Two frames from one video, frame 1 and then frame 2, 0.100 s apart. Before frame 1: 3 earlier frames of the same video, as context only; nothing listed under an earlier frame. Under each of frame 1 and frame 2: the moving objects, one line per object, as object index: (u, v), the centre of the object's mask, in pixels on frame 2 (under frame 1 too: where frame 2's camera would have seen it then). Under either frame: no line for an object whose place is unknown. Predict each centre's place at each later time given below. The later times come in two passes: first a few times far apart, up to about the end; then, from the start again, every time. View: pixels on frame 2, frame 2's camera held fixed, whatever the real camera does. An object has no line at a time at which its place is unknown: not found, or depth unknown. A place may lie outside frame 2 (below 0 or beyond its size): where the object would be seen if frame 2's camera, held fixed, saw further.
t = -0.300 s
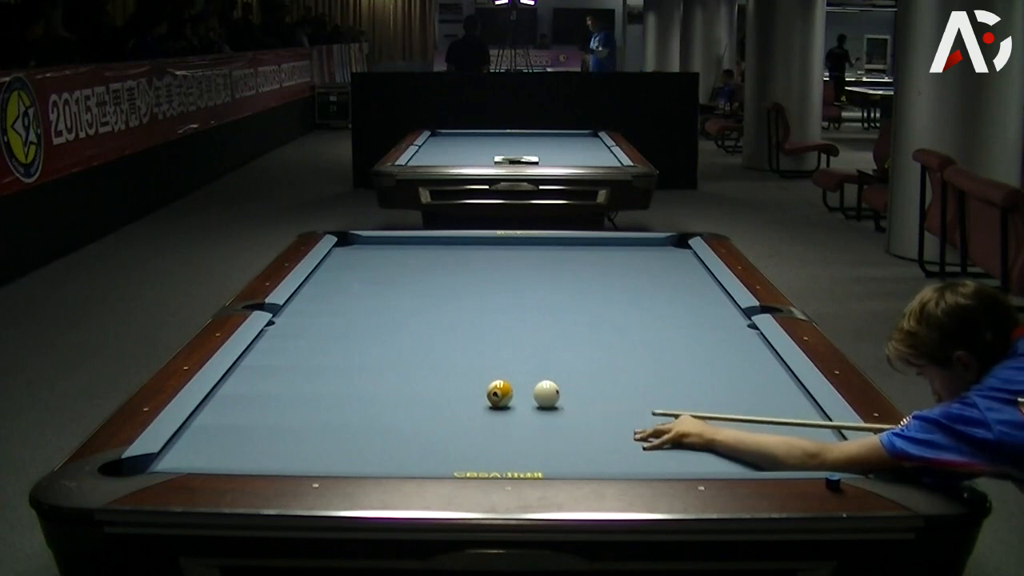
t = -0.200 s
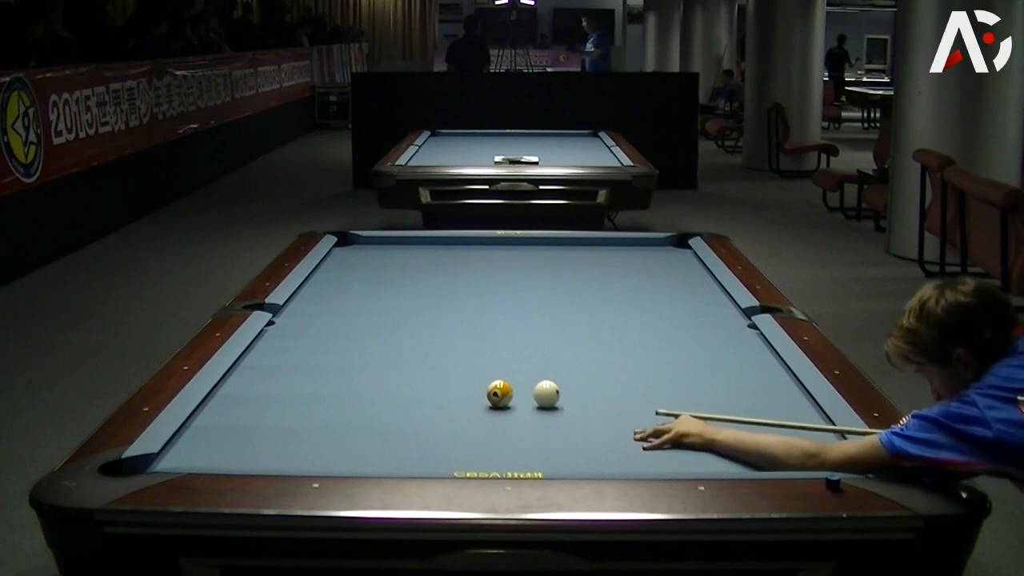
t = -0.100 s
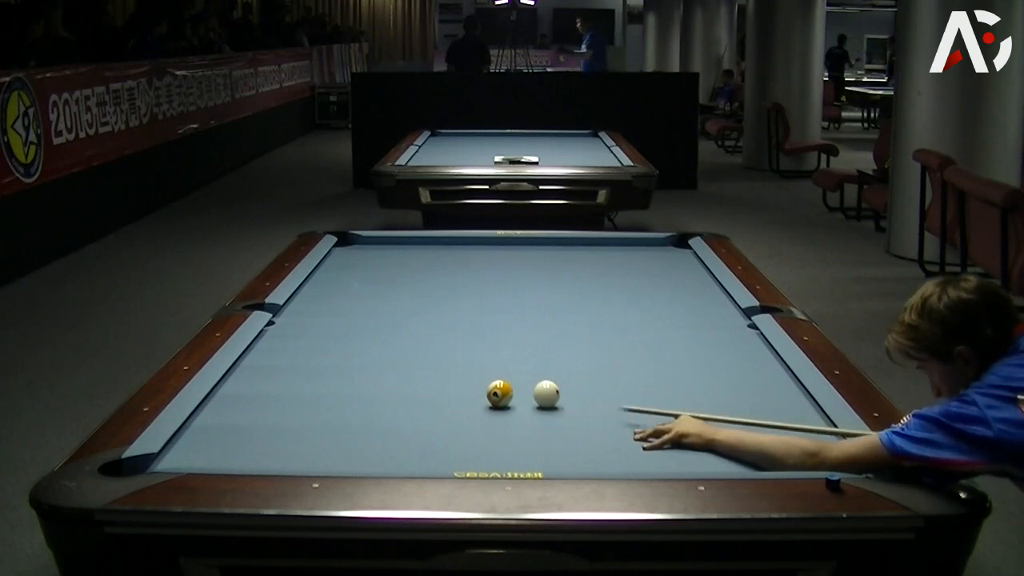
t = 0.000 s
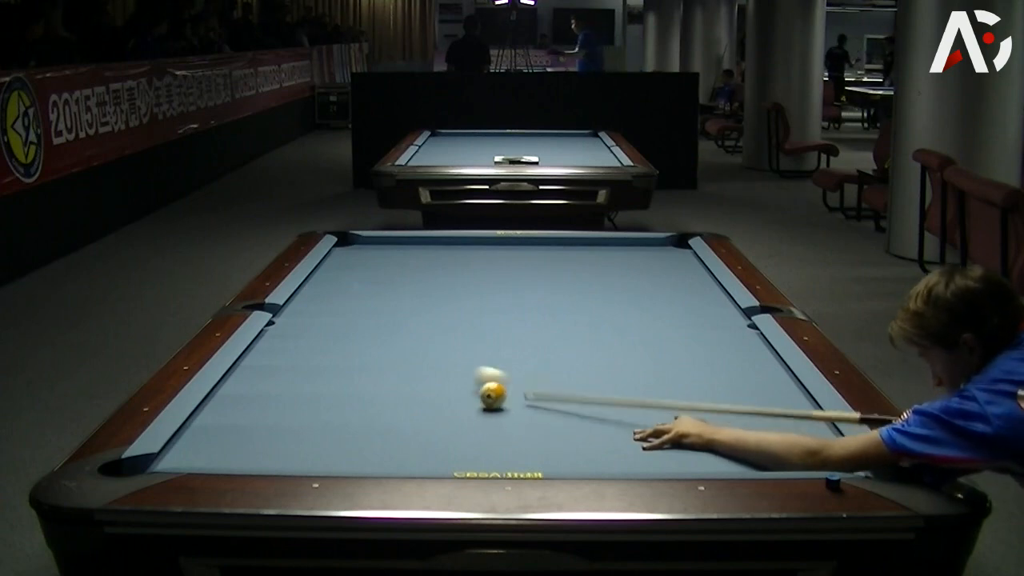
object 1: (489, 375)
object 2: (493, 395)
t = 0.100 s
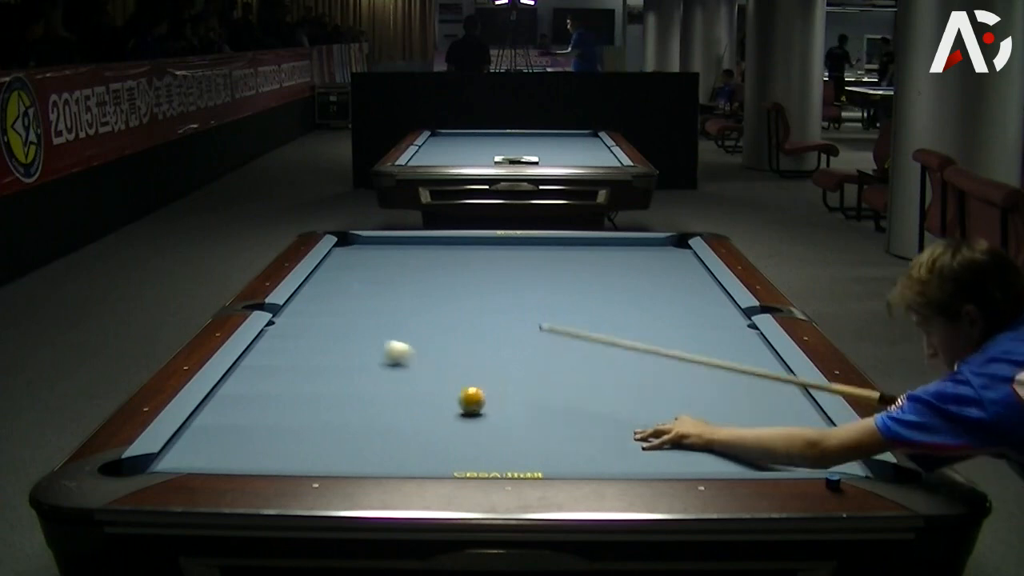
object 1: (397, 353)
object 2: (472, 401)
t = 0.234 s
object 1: (303, 325)
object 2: (446, 407)
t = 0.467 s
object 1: (324, 291)
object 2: (402, 418)
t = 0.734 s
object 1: (381, 269)
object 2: (351, 429)
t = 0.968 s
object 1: (425, 255)
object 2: (306, 439)
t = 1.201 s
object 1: (464, 243)
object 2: (261, 450)
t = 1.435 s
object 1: (486, 244)
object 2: (216, 456)
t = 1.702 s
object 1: (505, 251)
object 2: (164, 463)
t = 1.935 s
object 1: (522, 257)
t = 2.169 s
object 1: (539, 262)
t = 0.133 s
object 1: (370, 345)
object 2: (465, 402)
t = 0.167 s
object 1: (346, 338)
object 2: (459, 404)
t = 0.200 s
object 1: (324, 331)
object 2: (453, 405)
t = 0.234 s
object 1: (303, 325)
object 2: (446, 407)
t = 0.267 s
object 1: (284, 318)
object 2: (440, 408)
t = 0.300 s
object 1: (285, 313)
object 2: (434, 410)
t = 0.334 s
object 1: (291, 308)
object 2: (428, 411)
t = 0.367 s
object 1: (300, 303)
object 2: (421, 413)
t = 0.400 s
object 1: (308, 298)
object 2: (415, 414)
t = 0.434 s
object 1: (316, 295)
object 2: (409, 416)
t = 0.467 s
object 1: (324, 291)
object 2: (402, 418)
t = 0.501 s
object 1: (332, 287)
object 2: (396, 419)
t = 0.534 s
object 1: (339, 284)
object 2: (390, 420)
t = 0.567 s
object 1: (346, 281)
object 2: (383, 422)
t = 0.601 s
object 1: (353, 278)
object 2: (377, 423)
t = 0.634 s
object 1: (360, 276)
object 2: (371, 425)
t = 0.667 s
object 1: (367, 273)
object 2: (364, 426)
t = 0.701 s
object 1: (374, 271)
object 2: (358, 428)
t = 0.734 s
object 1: (381, 269)
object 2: (351, 429)
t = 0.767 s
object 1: (387, 267)
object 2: (345, 430)
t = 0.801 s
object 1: (394, 265)
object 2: (338, 432)
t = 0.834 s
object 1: (400, 263)
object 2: (332, 434)
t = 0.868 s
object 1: (407, 261)
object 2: (326, 435)
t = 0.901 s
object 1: (413, 259)
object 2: (319, 436)
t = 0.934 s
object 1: (419, 257)
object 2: (313, 438)
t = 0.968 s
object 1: (425, 255)
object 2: (306, 439)
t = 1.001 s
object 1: (431, 253)
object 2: (300, 441)
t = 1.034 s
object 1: (437, 251)
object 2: (293, 442)
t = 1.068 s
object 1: (442, 250)
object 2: (286, 444)
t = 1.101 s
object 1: (448, 248)
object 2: (280, 445)
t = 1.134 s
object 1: (453, 246)
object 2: (274, 447)
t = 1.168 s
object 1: (458, 245)
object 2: (268, 448)
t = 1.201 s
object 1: (464, 243)
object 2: (261, 450)
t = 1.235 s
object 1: (469, 242)
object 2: (255, 451)
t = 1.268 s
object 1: (474, 240)
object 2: (248, 452)
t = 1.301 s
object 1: (478, 240)
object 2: (242, 453)
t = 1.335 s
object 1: (480, 241)
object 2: (236, 454)
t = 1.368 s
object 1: (482, 242)
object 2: (229, 454)
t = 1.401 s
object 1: (484, 243)
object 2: (223, 455)
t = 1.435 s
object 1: (486, 244)
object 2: (216, 456)
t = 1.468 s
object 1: (488, 245)
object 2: (210, 457)
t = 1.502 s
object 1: (491, 246)
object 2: (203, 458)
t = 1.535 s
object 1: (493, 247)
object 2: (197, 458)
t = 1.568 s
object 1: (495, 247)
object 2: (190, 459)
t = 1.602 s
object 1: (498, 248)
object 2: (184, 460)
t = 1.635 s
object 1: (501, 249)
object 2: (177, 461)
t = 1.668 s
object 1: (503, 250)
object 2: (170, 462)
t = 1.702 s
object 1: (505, 251)
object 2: (164, 463)
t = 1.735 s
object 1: (508, 252)
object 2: (157, 466)
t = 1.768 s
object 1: (510, 252)
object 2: (148, 470)
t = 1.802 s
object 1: (512, 253)
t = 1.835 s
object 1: (514, 254)
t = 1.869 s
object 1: (517, 255)
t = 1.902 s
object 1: (520, 256)
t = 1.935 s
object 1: (522, 257)
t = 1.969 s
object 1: (524, 257)
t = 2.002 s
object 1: (527, 258)
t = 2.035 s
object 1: (529, 259)
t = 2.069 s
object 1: (532, 260)
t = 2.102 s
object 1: (534, 261)
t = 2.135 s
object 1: (536, 261)
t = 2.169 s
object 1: (539, 262)
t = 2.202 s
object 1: (541, 263)
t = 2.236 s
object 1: (544, 264)
